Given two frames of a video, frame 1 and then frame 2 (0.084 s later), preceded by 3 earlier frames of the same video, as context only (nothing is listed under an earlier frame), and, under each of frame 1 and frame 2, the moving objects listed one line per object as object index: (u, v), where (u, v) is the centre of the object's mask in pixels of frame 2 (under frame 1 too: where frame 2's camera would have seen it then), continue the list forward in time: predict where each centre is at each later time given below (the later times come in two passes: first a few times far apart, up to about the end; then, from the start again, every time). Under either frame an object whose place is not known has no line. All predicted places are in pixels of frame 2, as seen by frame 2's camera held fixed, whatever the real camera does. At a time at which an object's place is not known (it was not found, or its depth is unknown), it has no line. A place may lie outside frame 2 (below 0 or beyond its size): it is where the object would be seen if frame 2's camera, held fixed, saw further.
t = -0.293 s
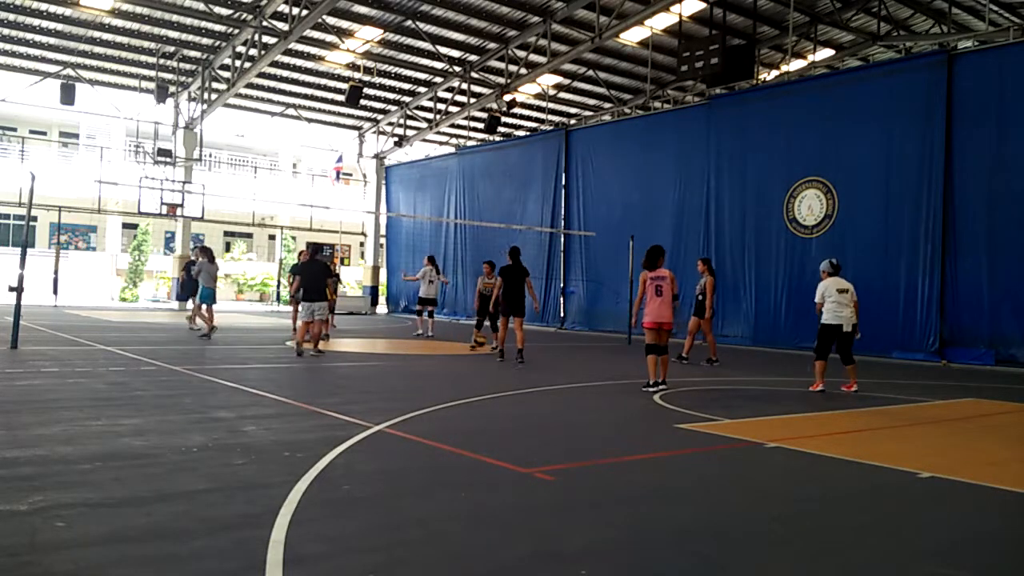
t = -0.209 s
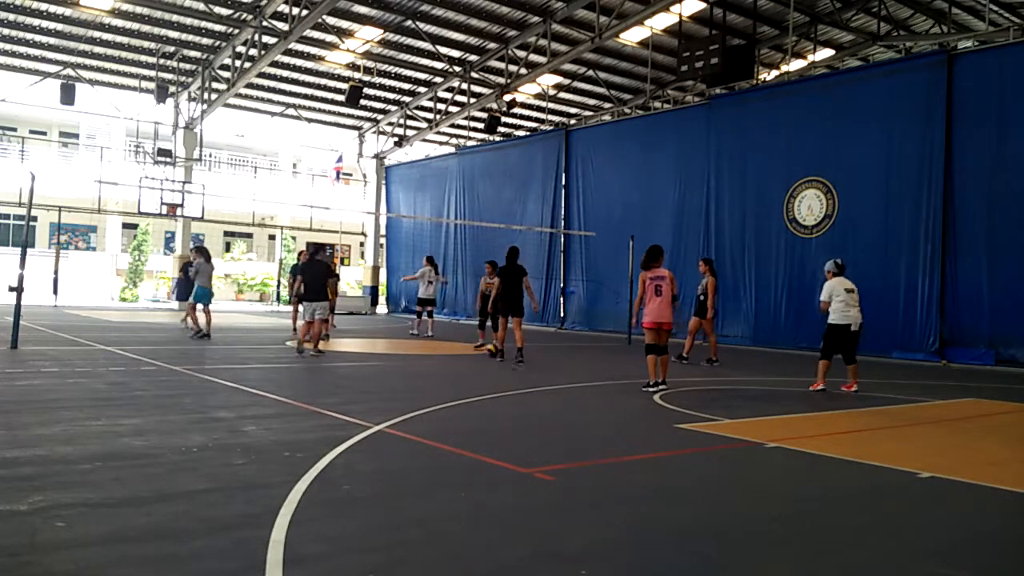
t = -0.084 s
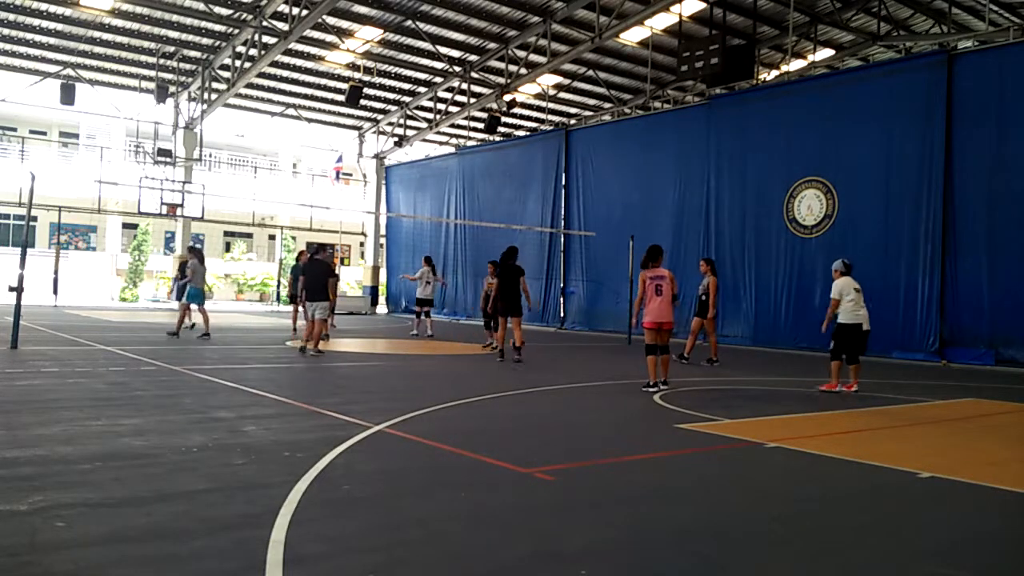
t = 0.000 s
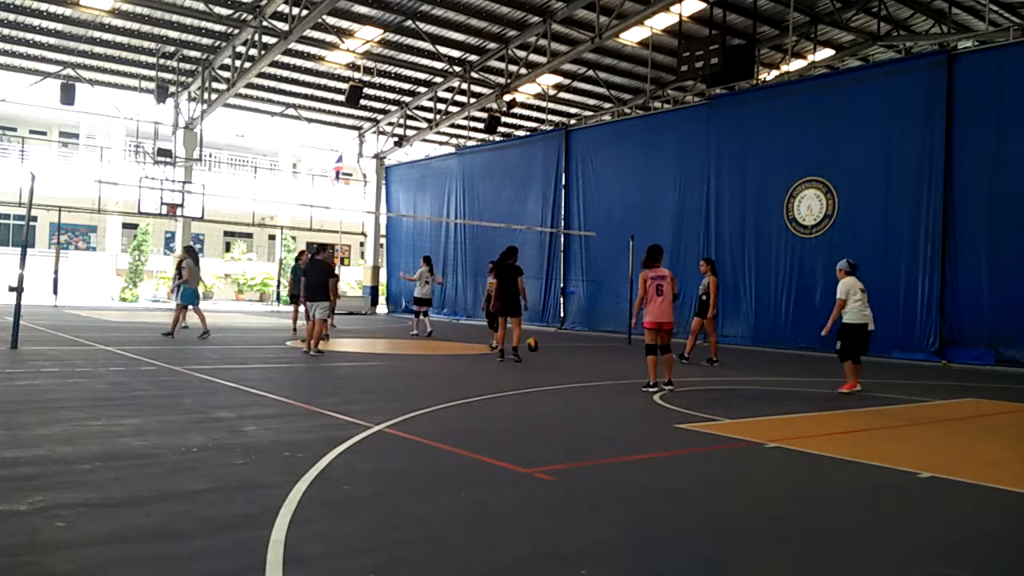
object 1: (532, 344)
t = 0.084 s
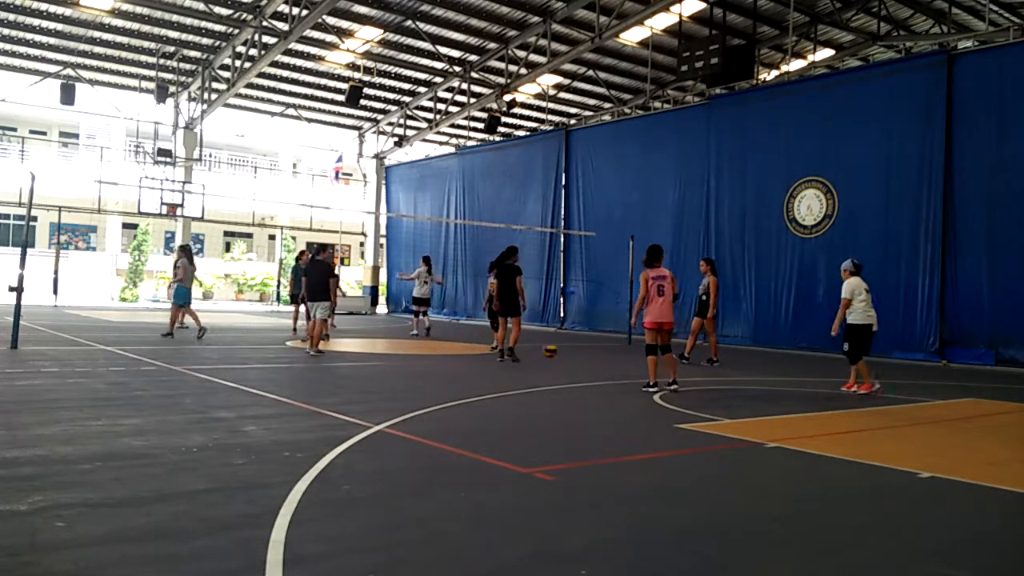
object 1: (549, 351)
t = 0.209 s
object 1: (574, 352)
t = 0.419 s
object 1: (617, 359)
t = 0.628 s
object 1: (666, 360)
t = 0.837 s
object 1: (714, 365)
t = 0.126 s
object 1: (558, 355)
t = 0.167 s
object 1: (566, 354)
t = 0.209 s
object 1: (574, 352)
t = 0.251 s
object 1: (583, 350)
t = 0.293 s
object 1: (592, 350)
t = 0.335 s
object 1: (599, 352)
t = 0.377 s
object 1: (608, 354)
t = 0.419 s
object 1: (617, 359)
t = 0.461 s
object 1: (627, 361)
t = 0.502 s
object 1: (637, 359)
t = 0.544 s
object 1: (644, 358)
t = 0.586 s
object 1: (649, 358)
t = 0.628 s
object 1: (666, 360)
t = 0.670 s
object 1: (671, 365)
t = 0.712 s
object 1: (688, 367)
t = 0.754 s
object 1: (694, 365)
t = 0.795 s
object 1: (704, 365)
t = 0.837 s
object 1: (714, 365)
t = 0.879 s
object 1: (725, 368)
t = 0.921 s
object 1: (736, 372)
